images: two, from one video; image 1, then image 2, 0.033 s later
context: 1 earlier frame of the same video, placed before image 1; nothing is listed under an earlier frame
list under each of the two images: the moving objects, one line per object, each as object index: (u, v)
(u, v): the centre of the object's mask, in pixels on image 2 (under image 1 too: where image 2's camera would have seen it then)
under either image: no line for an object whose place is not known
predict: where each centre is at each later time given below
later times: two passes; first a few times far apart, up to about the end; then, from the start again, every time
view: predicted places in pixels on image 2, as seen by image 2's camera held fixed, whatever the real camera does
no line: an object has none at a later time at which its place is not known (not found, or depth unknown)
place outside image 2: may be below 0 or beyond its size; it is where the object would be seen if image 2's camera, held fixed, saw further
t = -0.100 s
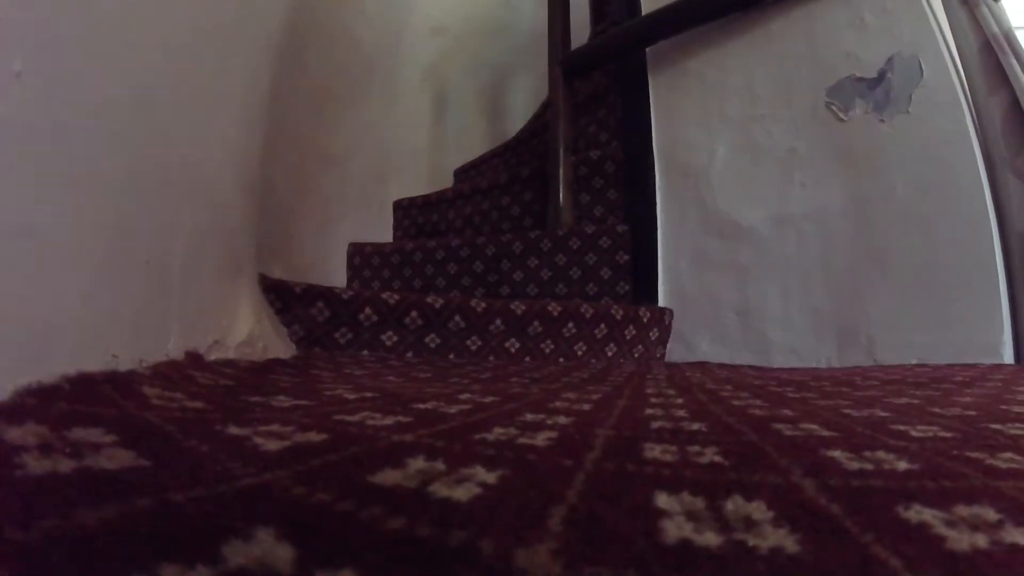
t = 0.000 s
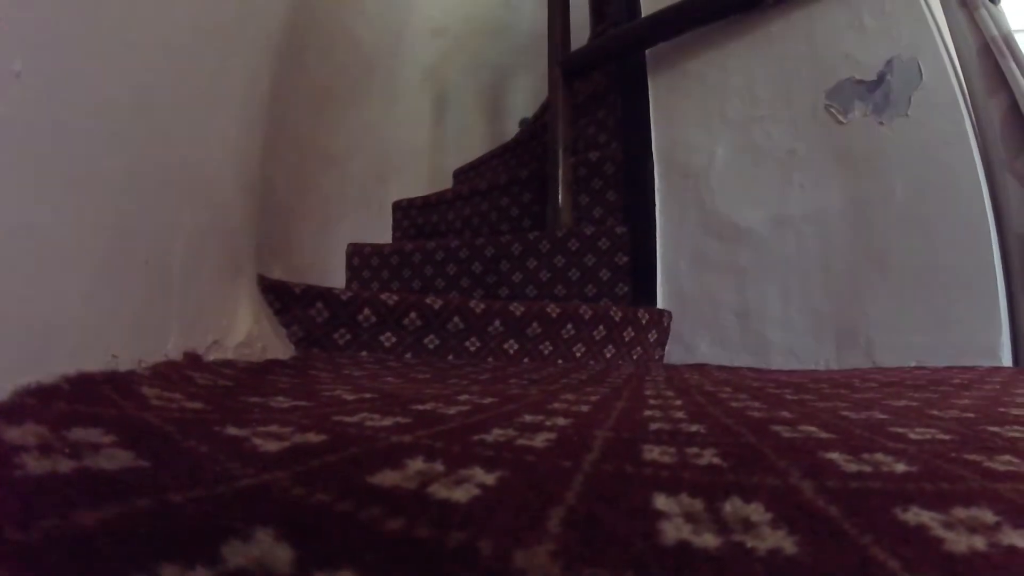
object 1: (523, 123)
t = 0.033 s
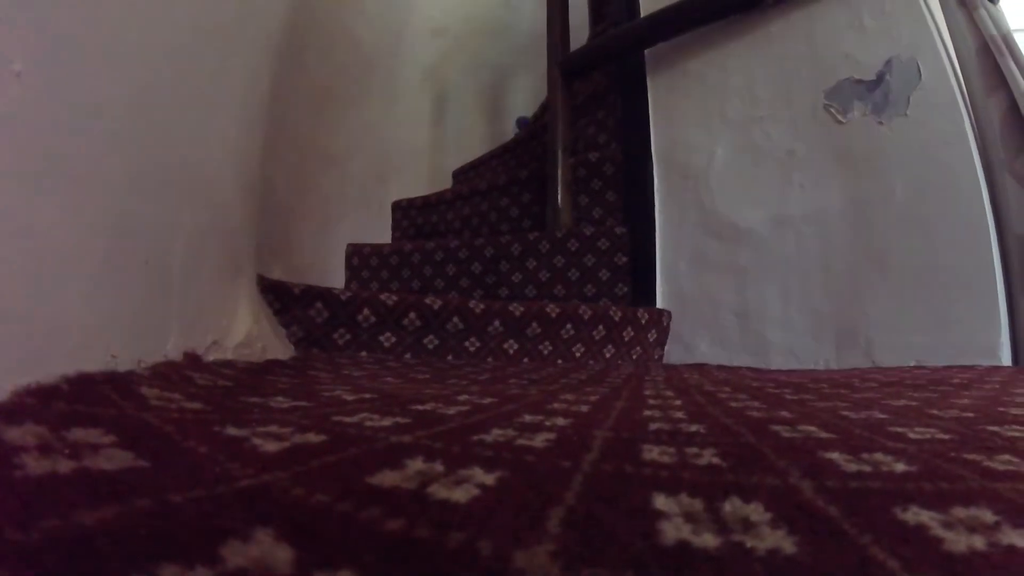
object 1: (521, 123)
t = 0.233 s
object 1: (507, 133)
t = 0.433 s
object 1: (491, 142)
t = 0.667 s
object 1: (465, 145)
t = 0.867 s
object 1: (432, 175)
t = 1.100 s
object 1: (393, 200)
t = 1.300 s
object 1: (357, 211)
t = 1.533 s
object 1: (318, 278)
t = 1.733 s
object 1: (316, 275)
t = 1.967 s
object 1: (321, 271)
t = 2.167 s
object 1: (329, 267)
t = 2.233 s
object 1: (332, 290)
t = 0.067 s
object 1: (520, 122)
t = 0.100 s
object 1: (519, 123)
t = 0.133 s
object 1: (517, 123)
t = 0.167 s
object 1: (514, 124)
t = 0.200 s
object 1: (511, 128)
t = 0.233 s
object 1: (507, 133)
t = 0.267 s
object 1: (503, 139)
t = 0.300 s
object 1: (499, 142)
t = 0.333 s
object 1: (497, 142)
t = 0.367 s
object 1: (494, 147)
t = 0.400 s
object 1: (493, 145)
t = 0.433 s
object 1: (491, 142)
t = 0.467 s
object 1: (489, 142)
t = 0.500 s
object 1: (486, 143)
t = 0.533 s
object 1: (482, 146)
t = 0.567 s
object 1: (479, 146)
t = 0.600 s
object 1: (474, 143)
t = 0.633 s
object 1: (470, 143)
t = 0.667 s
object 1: (465, 145)
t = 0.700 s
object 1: (460, 149)
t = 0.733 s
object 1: (455, 155)
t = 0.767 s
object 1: (449, 165)
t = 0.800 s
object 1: (442, 178)
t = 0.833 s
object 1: (437, 181)
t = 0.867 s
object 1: (432, 175)
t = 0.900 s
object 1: (428, 169)
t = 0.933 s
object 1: (422, 167)
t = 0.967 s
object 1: (417, 168)
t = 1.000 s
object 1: (412, 171)
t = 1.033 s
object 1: (407, 177)
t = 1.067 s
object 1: (401, 186)
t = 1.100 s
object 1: (393, 200)
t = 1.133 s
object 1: (385, 216)
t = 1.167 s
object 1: (380, 230)
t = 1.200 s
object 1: (375, 223)
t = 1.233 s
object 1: (370, 216)
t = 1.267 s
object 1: (363, 212)
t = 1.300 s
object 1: (357, 211)
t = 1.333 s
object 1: (351, 214)
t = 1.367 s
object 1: (343, 220)
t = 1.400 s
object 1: (333, 232)
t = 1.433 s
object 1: (325, 247)
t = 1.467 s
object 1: (318, 265)
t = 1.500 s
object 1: (318, 280)
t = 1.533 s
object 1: (318, 278)
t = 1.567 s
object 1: (317, 273)
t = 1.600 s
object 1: (316, 271)
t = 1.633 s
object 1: (316, 271)
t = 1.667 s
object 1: (315, 274)
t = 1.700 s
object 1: (315, 277)
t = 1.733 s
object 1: (316, 275)
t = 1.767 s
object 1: (317, 274)
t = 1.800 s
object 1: (317, 274)
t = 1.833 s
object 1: (318, 275)
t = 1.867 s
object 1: (319, 274)
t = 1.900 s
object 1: (320, 273)
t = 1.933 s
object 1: (321, 272)
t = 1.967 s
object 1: (321, 271)
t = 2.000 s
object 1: (321, 269)
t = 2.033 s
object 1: (322, 268)
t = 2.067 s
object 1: (324, 267)
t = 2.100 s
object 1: (325, 266)
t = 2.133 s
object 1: (328, 266)
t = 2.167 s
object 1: (329, 267)
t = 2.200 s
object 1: (331, 275)
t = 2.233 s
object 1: (332, 290)
